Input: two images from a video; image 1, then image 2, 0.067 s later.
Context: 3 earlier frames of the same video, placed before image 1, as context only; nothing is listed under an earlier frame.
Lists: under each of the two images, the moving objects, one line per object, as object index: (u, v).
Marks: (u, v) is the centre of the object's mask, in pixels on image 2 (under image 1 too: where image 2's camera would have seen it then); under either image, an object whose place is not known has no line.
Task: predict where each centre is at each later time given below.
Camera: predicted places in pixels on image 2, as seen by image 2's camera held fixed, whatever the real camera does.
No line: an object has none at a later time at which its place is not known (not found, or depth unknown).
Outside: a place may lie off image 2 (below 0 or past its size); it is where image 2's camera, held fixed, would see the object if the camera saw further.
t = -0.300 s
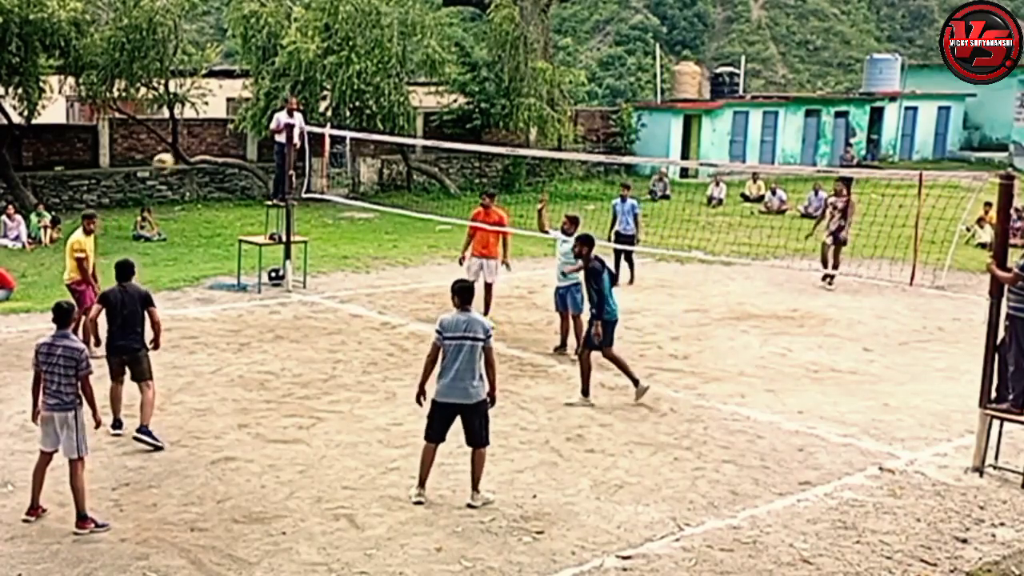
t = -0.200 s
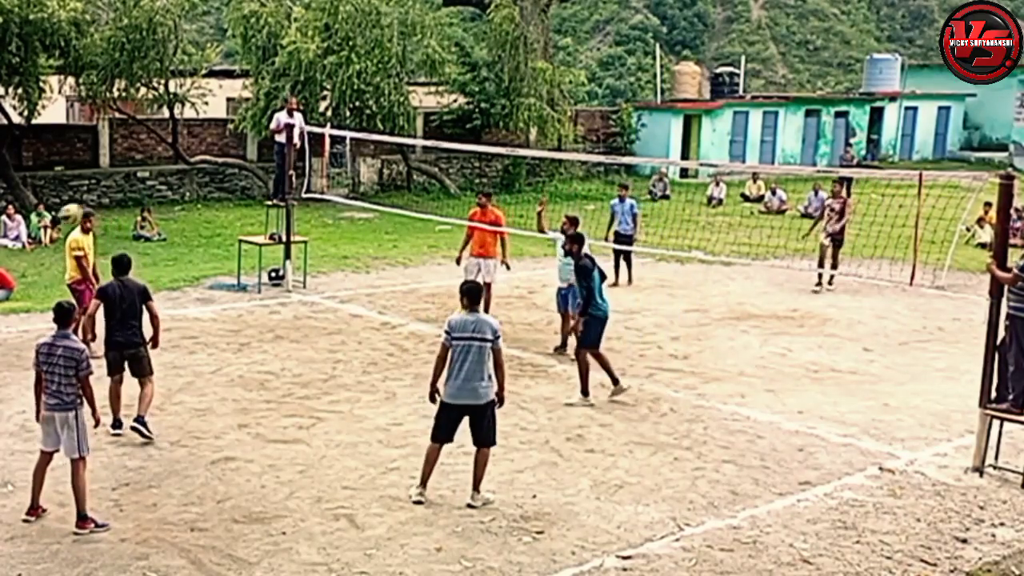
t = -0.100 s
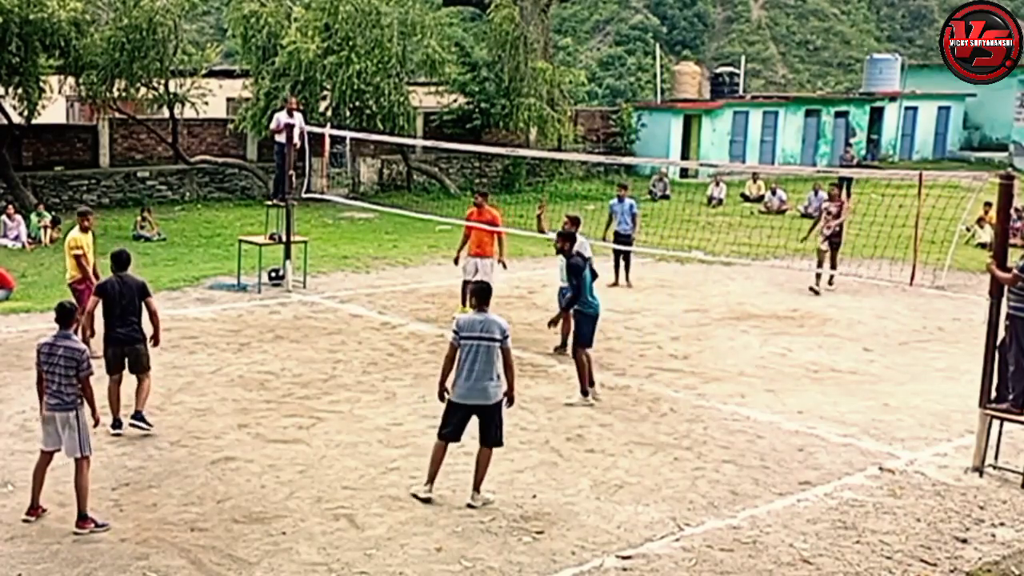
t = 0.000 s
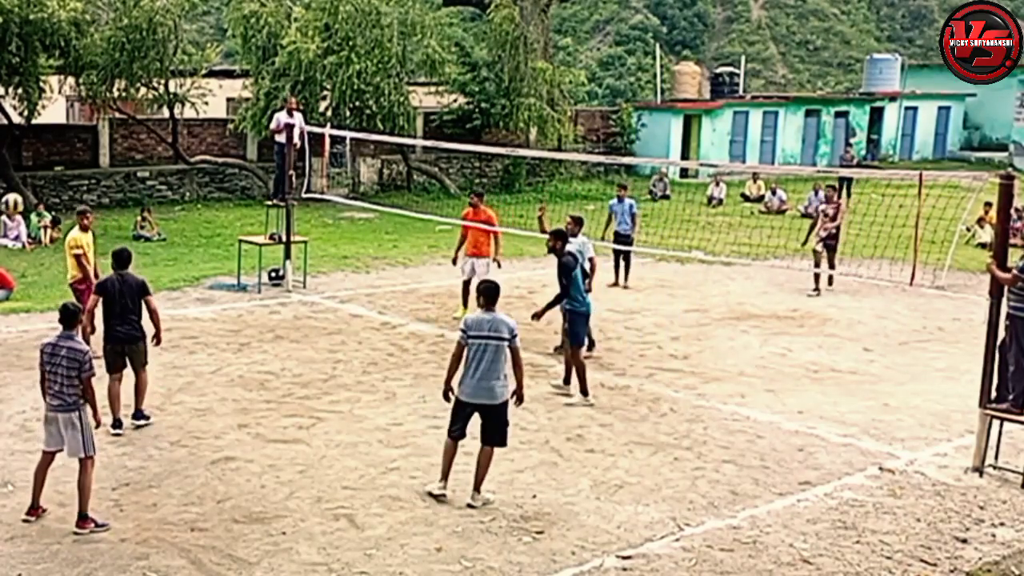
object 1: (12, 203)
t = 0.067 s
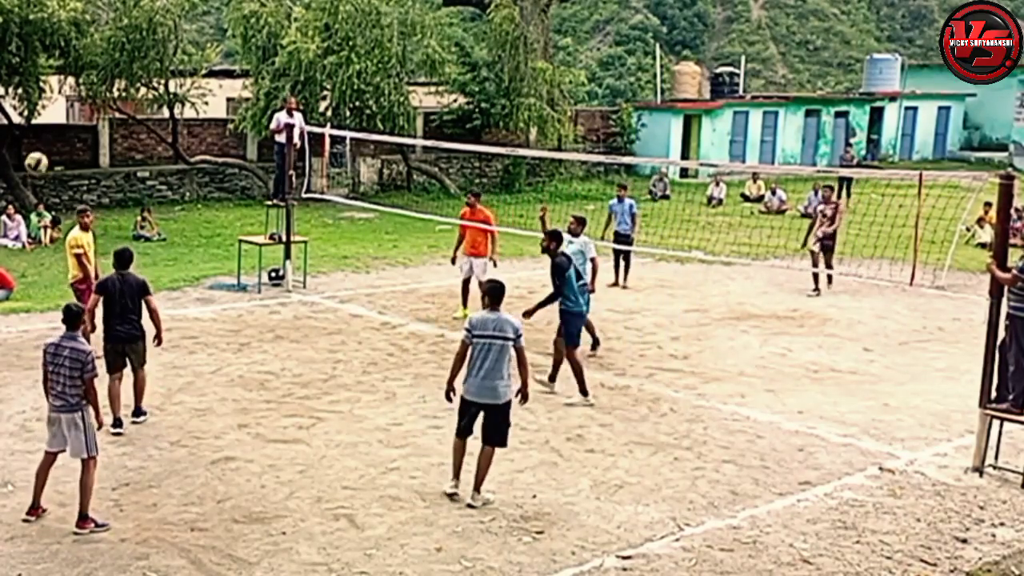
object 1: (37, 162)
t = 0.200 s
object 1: (85, 92)
